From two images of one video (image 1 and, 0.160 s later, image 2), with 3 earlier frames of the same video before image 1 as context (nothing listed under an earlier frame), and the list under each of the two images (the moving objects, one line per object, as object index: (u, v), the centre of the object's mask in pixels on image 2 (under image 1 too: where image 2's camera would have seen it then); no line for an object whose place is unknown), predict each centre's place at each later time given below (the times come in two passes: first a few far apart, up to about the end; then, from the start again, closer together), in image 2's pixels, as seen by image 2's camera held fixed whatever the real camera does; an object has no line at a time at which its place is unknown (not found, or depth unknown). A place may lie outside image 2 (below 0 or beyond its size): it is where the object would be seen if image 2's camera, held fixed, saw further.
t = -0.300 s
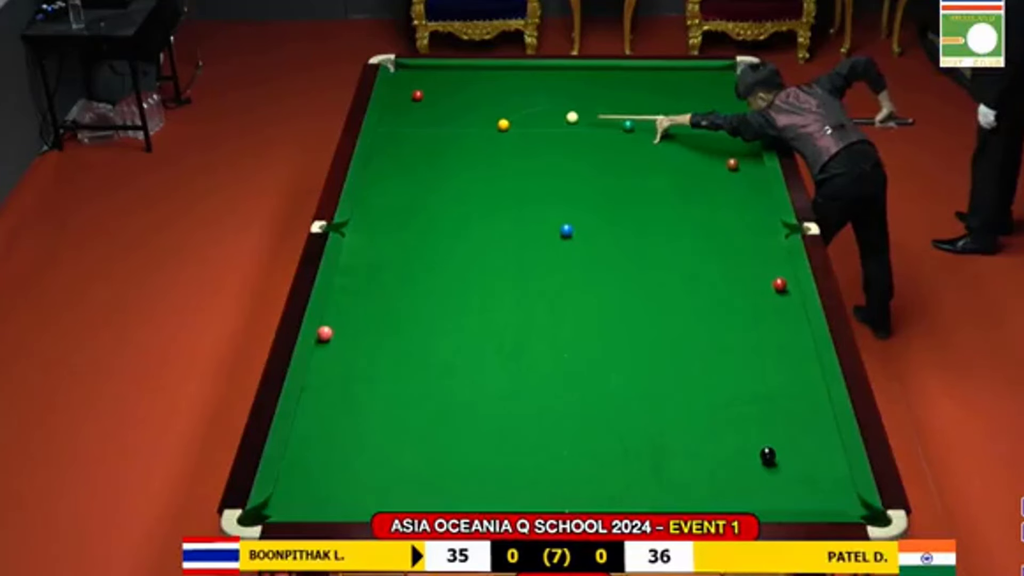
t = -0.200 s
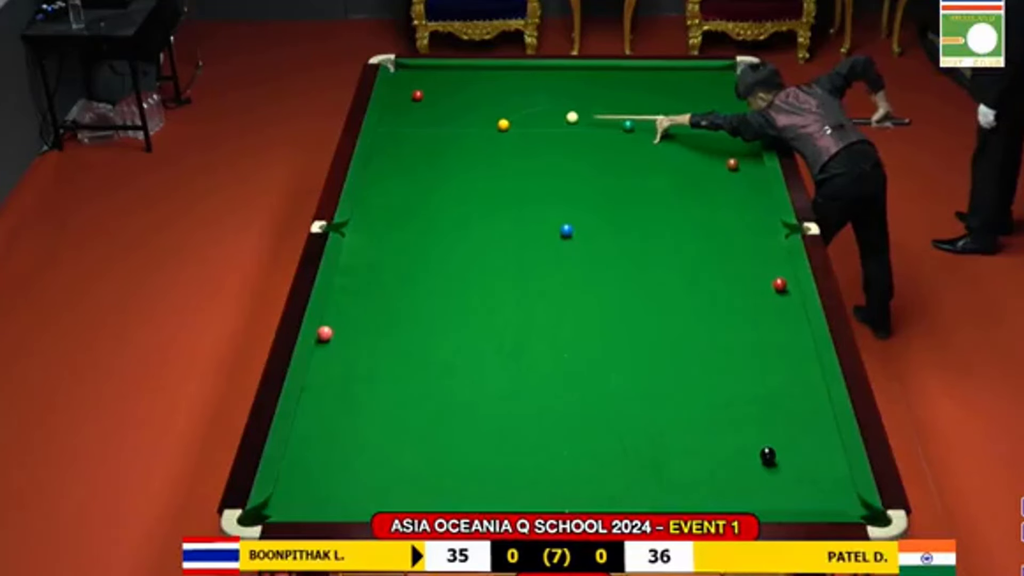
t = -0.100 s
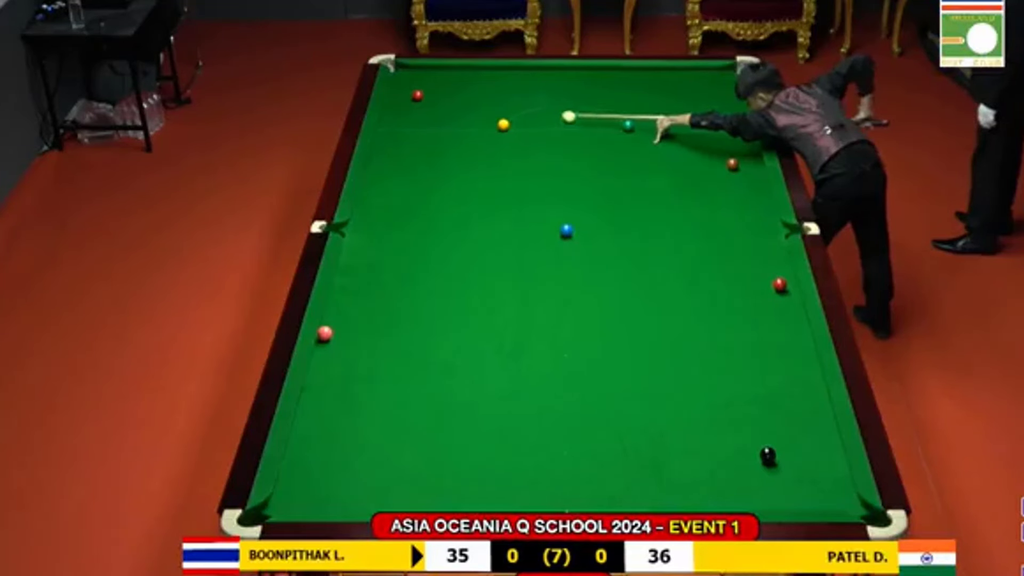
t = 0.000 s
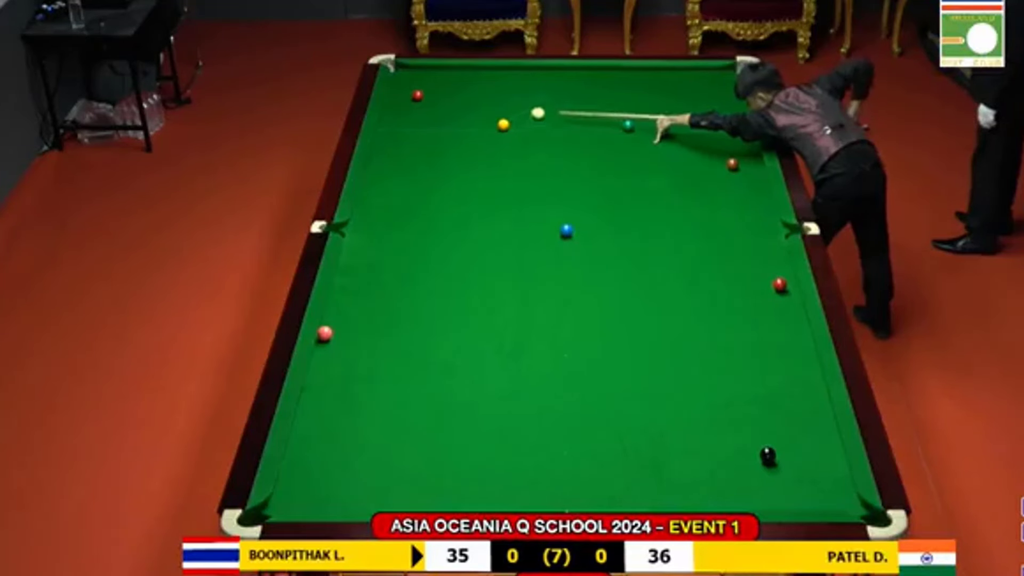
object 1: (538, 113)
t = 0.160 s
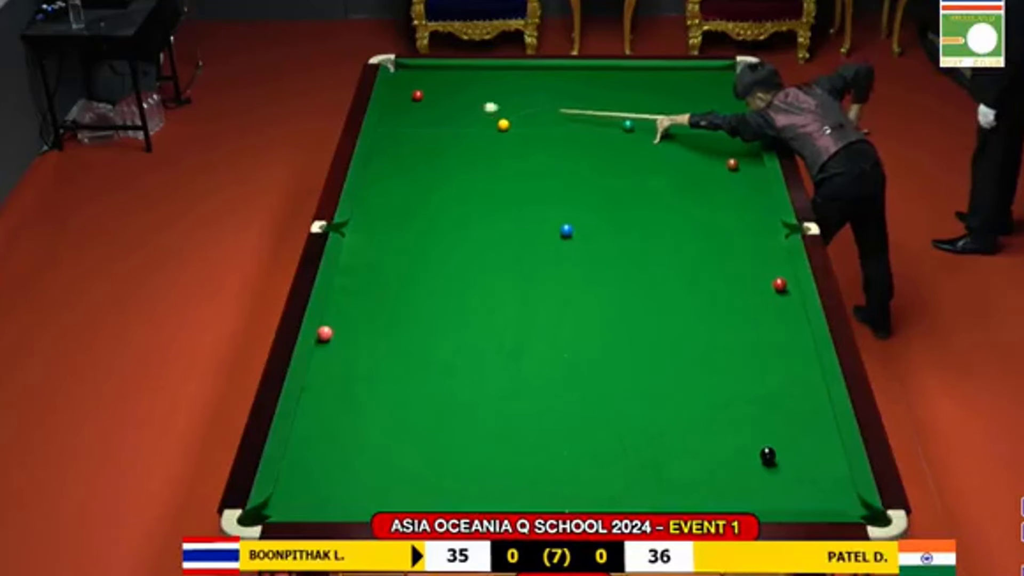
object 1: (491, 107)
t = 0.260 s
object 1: (462, 104)
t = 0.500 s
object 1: (393, 98)
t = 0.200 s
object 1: (479, 106)
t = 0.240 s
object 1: (468, 105)
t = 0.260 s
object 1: (462, 104)
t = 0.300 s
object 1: (450, 103)
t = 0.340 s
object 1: (439, 102)
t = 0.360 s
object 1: (433, 101)
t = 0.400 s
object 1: (422, 100)
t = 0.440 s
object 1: (410, 99)
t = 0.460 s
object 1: (405, 98)
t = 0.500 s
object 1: (393, 98)
